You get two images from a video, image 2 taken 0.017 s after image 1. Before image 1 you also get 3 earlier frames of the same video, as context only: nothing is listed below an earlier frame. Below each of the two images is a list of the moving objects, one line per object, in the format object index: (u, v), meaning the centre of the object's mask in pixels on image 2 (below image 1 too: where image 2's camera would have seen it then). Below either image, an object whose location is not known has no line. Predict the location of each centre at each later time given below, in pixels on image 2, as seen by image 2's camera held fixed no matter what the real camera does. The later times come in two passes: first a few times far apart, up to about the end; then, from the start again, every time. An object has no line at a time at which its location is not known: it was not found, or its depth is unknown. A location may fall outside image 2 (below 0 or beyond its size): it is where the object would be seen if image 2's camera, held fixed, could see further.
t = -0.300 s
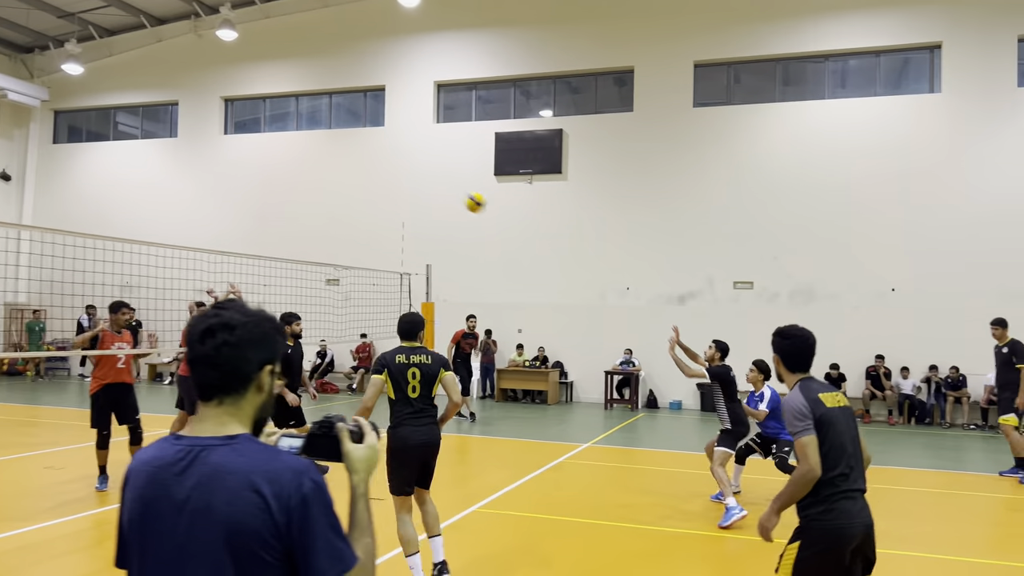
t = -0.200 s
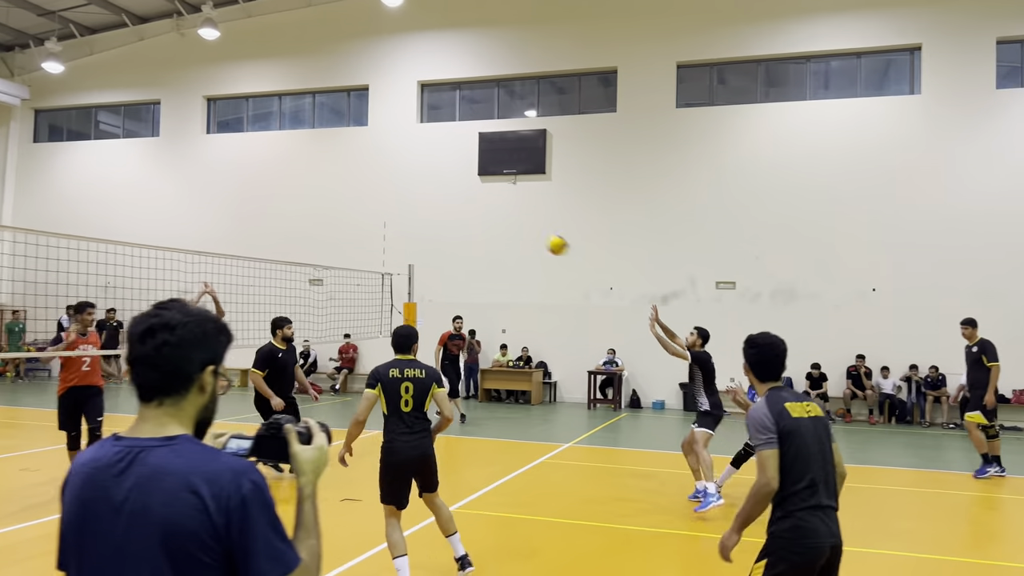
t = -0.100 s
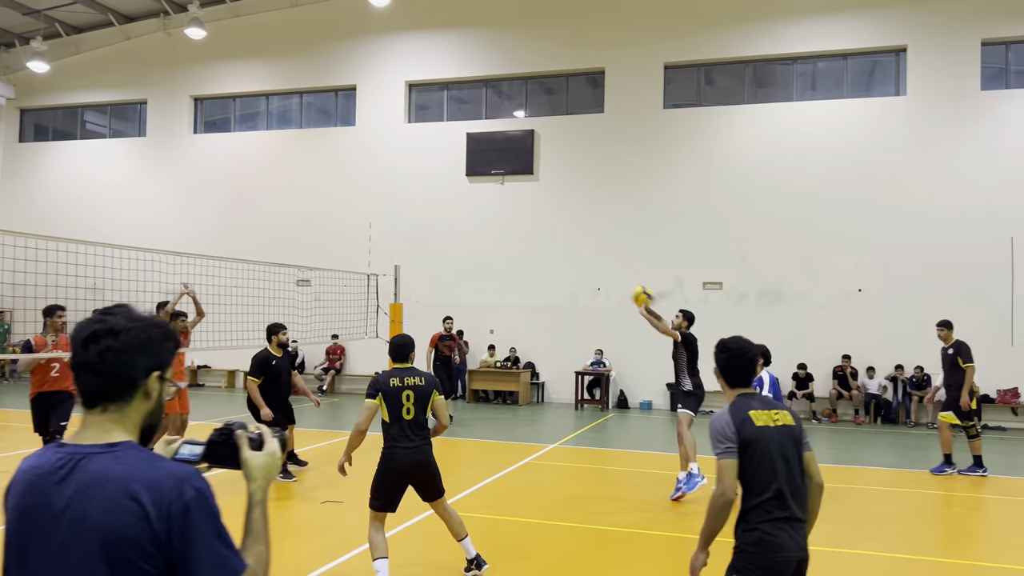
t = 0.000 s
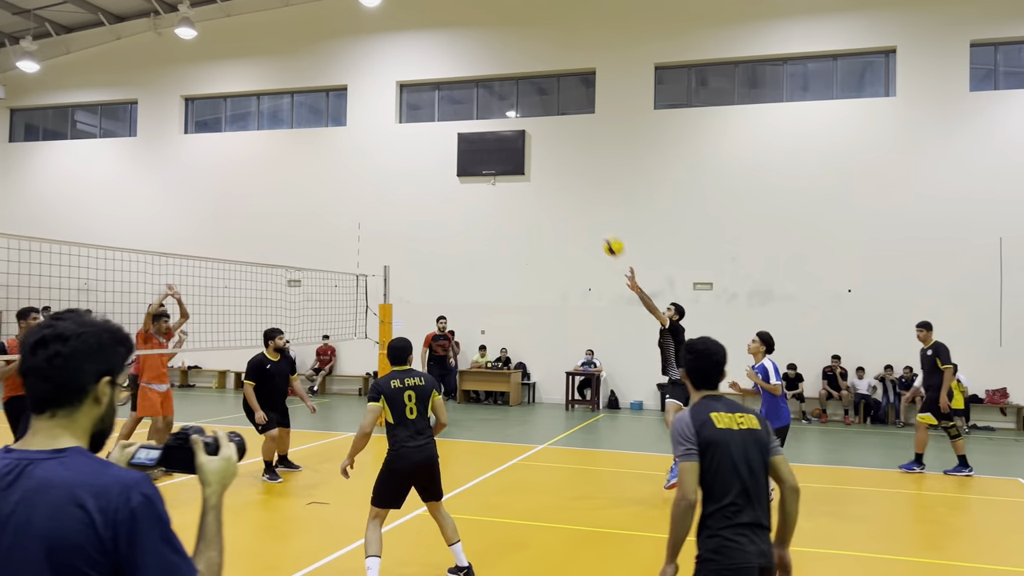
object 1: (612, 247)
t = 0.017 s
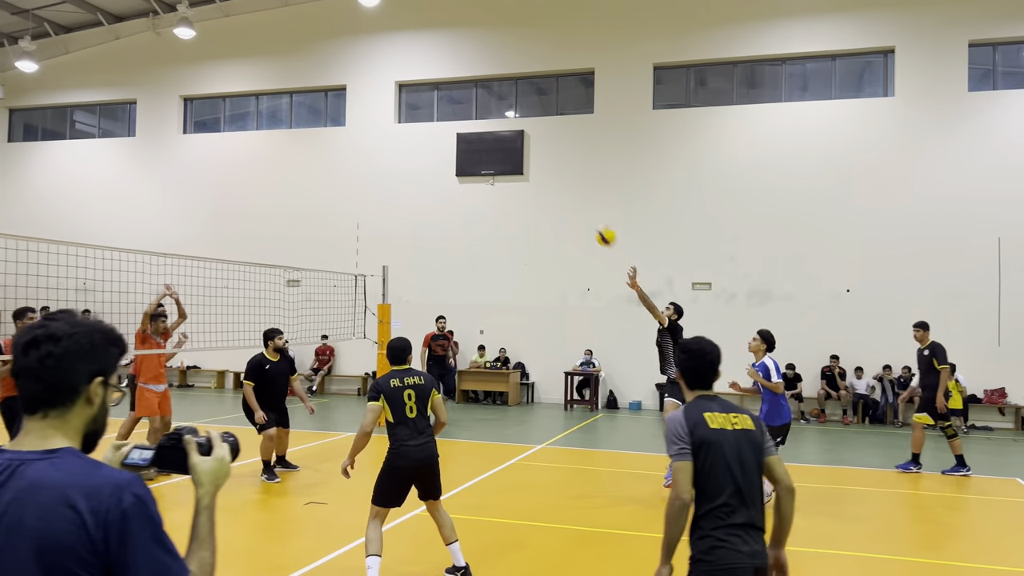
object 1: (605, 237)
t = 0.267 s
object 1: (510, 113)
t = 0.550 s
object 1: (405, 54)
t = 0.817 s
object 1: (307, 69)
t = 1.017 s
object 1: (236, 121)
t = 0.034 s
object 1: (599, 226)
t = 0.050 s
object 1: (593, 216)
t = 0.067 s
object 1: (587, 206)
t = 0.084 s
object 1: (580, 197)
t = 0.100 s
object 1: (574, 188)
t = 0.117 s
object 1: (568, 179)
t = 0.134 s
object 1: (561, 171)
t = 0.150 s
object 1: (554, 163)
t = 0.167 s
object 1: (548, 155)
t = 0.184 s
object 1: (541, 148)
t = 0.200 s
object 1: (534, 140)
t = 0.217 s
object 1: (529, 133)
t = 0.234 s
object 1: (523, 127)
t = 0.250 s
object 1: (517, 120)
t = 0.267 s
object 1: (510, 113)
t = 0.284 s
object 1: (503, 108)
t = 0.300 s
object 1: (497, 103)
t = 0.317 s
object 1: (491, 97)
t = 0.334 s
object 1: (485, 92)
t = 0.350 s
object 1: (479, 87)
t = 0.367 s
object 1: (473, 84)
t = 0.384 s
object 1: (467, 80)
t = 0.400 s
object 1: (460, 76)
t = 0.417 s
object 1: (455, 72)
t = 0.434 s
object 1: (448, 69)
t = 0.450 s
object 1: (440, 66)
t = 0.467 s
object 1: (434, 63)
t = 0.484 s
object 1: (429, 61)
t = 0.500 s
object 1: (423, 59)
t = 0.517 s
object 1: (416, 57)
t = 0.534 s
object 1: (410, 55)
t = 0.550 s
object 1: (405, 54)
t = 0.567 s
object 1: (398, 53)
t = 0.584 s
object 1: (392, 52)
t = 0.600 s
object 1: (385, 52)
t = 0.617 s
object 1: (380, 51)
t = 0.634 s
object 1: (373, 51)
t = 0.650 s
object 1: (367, 52)
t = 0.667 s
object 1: (361, 52)
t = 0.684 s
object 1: (356, 53)
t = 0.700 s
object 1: (350, 54)
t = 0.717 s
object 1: (344, 55)
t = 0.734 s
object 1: (338, 57)
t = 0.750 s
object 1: (332, 58)
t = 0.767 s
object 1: (326, 60)
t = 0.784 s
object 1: (320, 63)
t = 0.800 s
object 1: (314, 65)
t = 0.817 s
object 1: (307, 69)
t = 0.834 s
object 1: (302, 71)
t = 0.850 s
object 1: (297, 74)
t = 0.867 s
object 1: (291, 77)
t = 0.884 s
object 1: (285, 81)
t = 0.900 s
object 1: (279, 85)
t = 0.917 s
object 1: (273, 89)
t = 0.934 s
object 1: (267, 94)
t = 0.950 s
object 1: (261, 99)
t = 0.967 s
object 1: (255, 103)
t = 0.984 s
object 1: (249, 109)
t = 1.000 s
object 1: (243, 114)
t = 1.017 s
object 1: (236, 121)
